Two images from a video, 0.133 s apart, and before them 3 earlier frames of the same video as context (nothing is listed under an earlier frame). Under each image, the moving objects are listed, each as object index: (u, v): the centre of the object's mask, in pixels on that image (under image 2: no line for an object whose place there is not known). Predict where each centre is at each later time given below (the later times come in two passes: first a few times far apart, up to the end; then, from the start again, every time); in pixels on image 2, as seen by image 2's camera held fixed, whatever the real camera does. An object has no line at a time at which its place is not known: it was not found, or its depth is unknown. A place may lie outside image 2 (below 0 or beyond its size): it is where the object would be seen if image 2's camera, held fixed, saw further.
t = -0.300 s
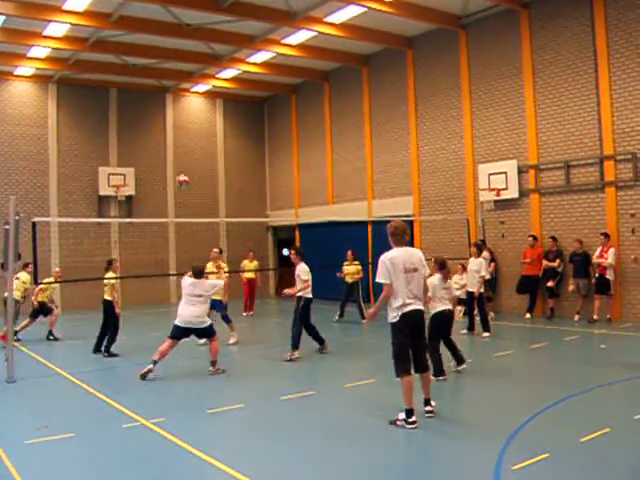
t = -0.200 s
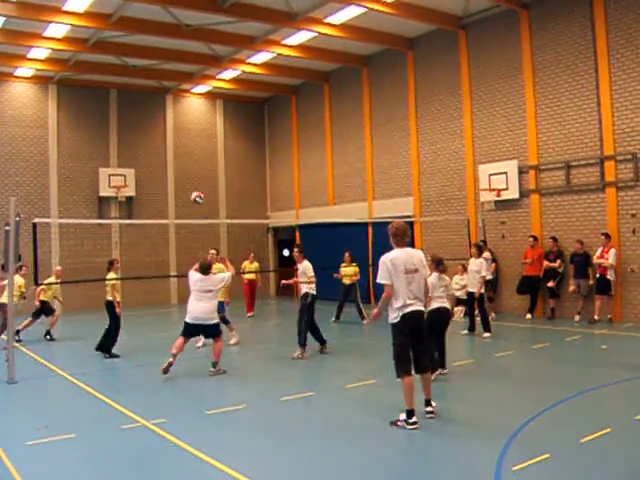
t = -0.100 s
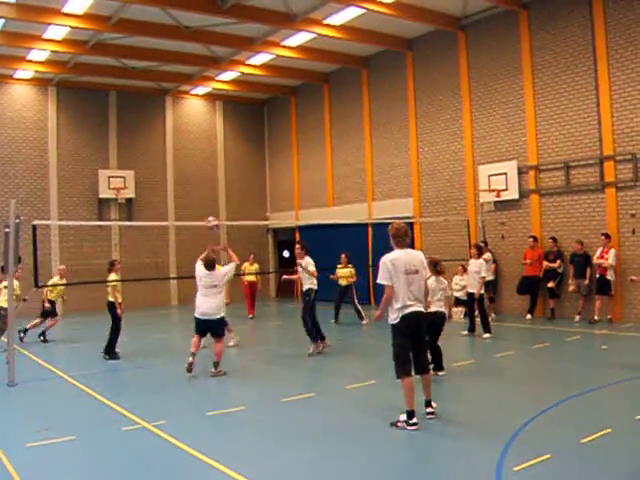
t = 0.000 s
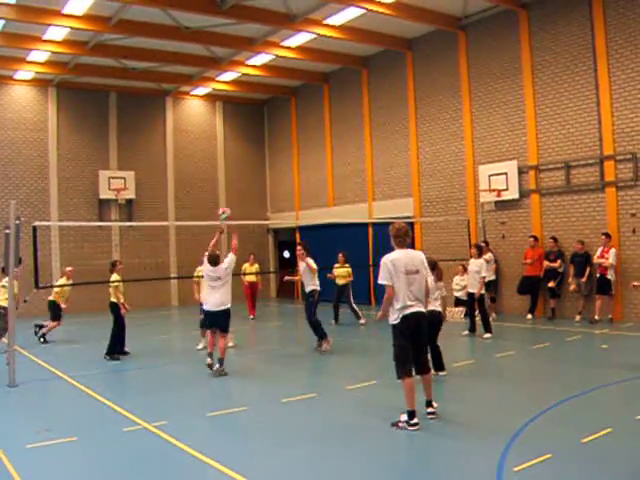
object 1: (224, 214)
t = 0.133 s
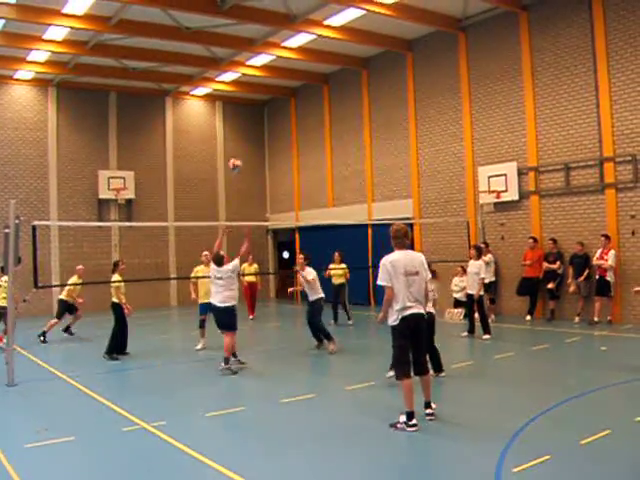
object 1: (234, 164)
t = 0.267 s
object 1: (247, 128)
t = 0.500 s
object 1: (266, 94)
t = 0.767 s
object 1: (289, 95)
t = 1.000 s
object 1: (309, 130)
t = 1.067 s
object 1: (315, 145)
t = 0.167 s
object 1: (238, 154)
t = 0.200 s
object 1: (241, 144)
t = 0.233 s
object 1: (244, 135)
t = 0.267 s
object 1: (247, 128)
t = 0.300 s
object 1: (249, 121)
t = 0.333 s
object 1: (252, 115)
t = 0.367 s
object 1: (255, 109)
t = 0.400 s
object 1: (258, 105)
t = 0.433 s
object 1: (262, 101)
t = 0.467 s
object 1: (264, 97)
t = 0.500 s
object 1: (266, 94)
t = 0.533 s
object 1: (270, 92)
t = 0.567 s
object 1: (272, 91)
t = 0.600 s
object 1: (275, 90)
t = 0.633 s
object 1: (278, 90)
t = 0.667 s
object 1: (280, 91)
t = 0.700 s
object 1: (283, 92)
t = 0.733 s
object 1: (286, 93)
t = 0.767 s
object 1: (289, 95)
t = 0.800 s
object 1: (292, 100)
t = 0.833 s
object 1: (295, 102)
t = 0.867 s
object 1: (298, 107)
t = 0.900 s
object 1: (301, 111)
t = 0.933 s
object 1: (304, 117)
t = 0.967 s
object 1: (306, 123)
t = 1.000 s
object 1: (309, 130)
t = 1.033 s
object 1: (313, 137)
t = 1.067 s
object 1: (315, 145)
